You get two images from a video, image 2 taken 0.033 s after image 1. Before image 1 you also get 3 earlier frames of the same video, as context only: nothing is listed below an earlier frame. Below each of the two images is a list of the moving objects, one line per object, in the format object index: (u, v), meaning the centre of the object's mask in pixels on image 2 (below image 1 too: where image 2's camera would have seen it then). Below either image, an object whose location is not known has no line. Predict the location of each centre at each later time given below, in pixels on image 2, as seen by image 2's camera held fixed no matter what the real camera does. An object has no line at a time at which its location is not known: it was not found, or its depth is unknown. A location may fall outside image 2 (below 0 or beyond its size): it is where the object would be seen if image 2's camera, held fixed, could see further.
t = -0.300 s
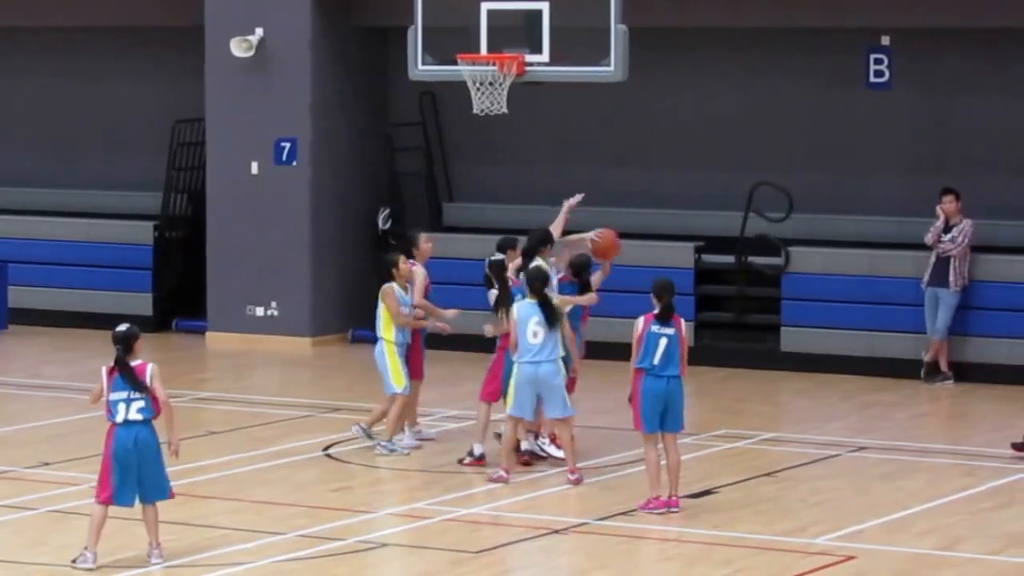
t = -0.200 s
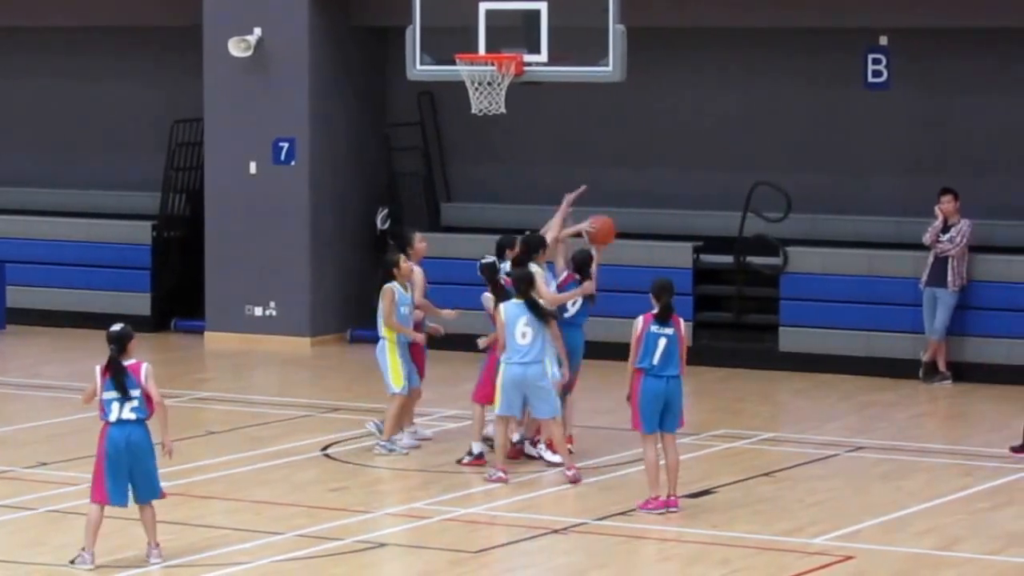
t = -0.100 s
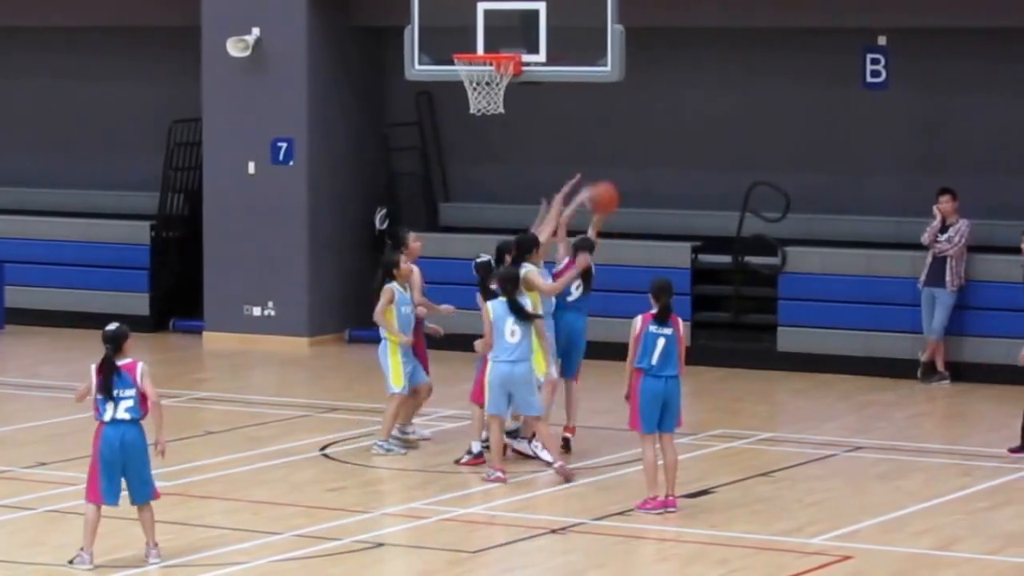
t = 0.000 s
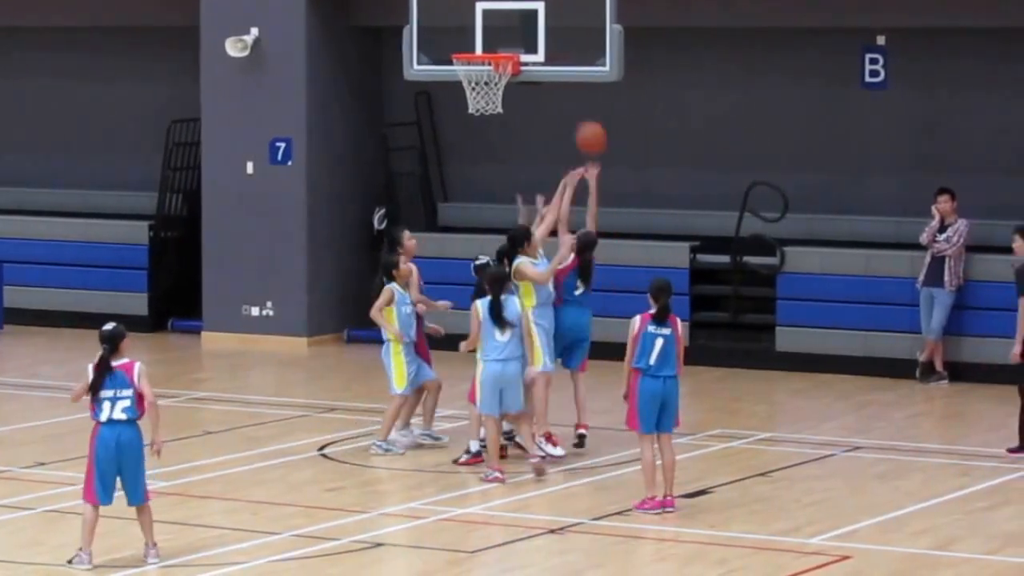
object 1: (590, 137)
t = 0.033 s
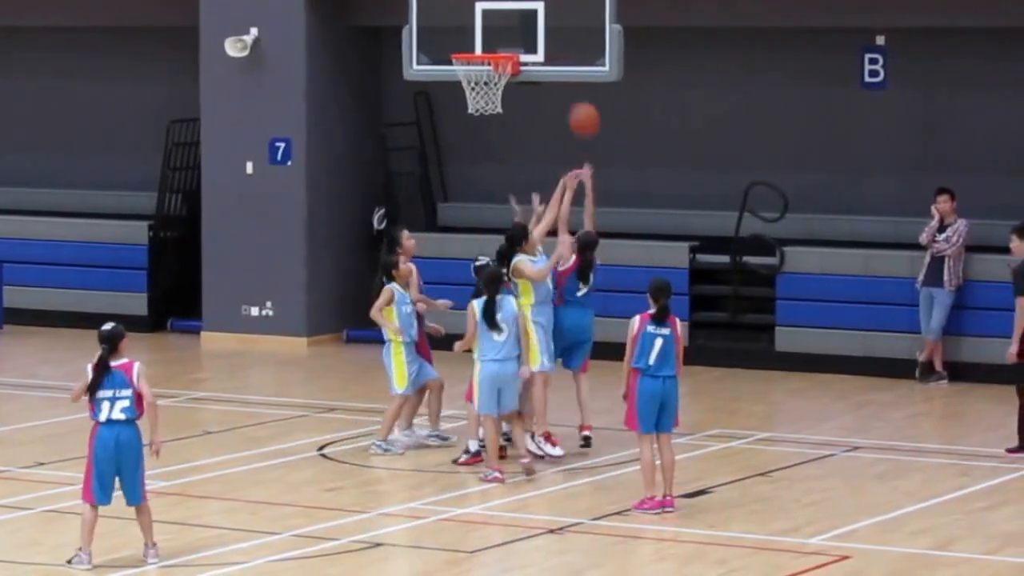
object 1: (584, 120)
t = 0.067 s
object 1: (578, 102)
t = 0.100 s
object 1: (573, 89)
